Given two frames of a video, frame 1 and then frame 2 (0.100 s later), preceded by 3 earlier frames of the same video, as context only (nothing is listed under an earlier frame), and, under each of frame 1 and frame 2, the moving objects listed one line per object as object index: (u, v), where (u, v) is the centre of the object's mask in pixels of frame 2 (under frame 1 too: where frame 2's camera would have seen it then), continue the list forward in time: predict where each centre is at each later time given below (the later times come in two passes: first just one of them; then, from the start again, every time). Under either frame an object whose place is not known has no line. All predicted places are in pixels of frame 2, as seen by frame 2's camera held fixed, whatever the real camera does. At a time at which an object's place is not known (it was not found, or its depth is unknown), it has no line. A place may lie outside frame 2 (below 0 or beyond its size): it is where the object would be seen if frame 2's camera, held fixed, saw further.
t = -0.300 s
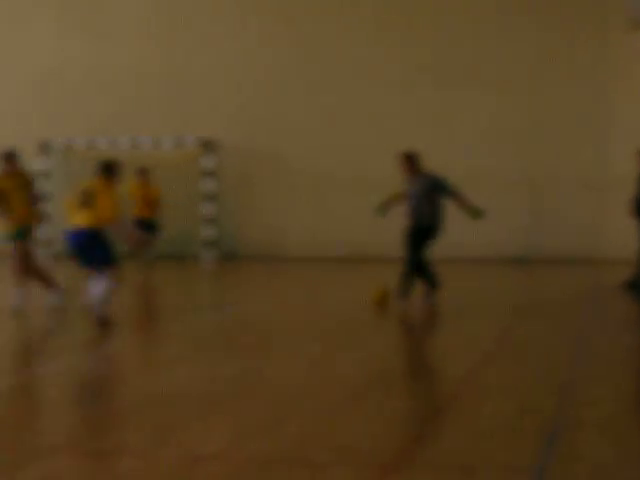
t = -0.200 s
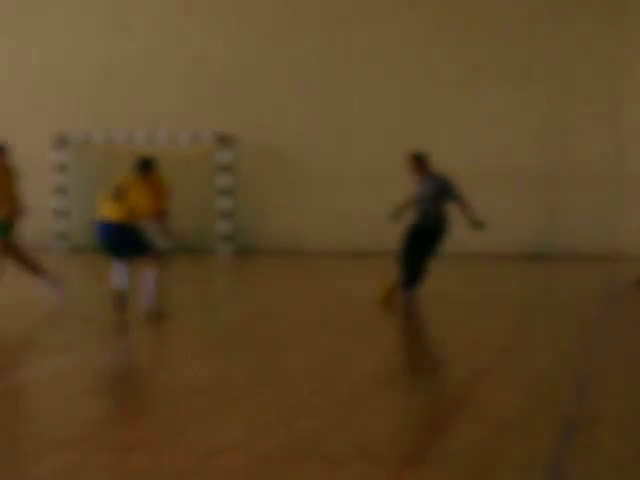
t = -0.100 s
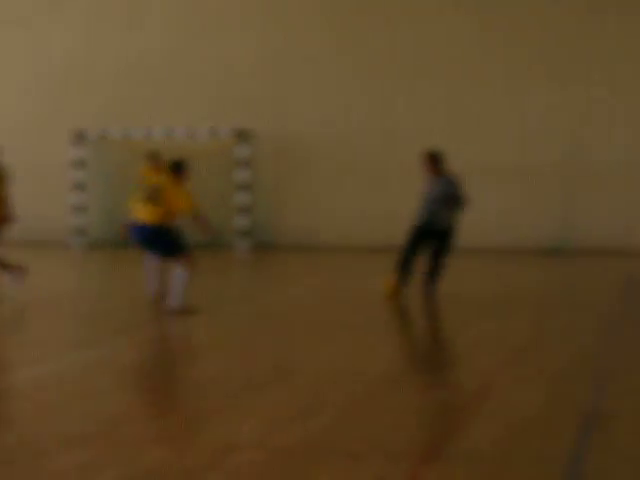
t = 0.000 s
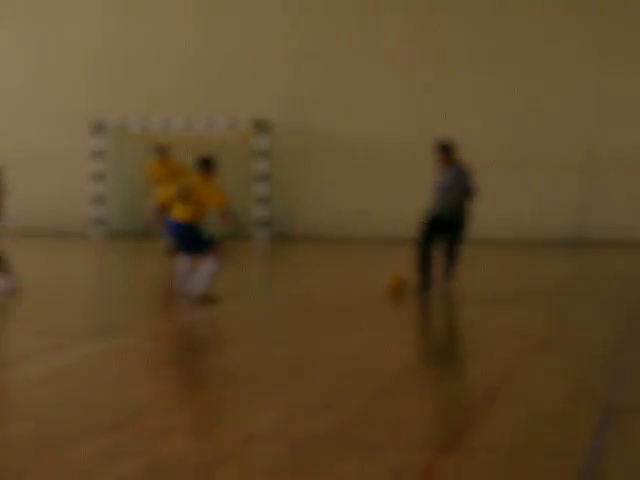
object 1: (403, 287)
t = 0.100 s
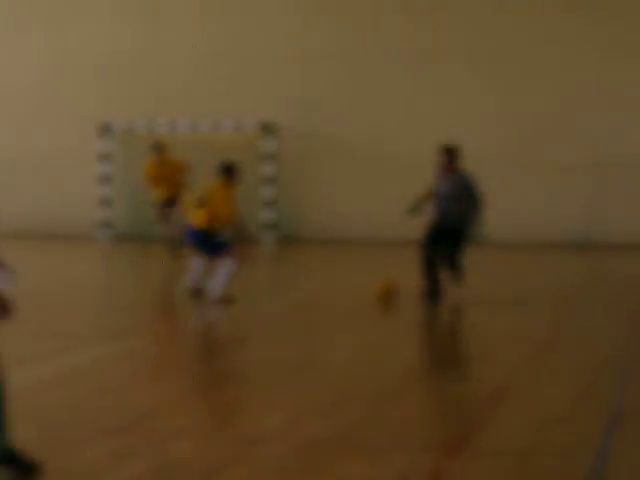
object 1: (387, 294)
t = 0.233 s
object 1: (364, 297)
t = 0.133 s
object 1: (381, 295)
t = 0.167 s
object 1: (375, 296)
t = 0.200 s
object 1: (370, 297)
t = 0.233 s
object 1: (364, 297)
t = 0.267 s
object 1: (356, 299)
